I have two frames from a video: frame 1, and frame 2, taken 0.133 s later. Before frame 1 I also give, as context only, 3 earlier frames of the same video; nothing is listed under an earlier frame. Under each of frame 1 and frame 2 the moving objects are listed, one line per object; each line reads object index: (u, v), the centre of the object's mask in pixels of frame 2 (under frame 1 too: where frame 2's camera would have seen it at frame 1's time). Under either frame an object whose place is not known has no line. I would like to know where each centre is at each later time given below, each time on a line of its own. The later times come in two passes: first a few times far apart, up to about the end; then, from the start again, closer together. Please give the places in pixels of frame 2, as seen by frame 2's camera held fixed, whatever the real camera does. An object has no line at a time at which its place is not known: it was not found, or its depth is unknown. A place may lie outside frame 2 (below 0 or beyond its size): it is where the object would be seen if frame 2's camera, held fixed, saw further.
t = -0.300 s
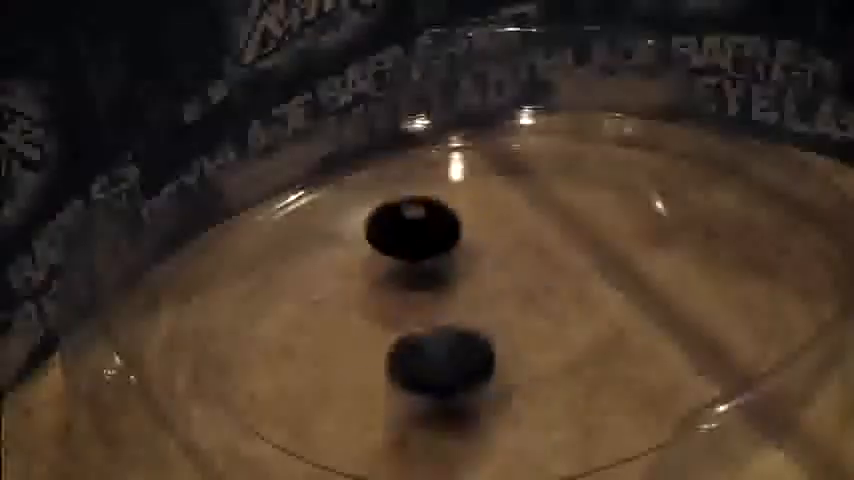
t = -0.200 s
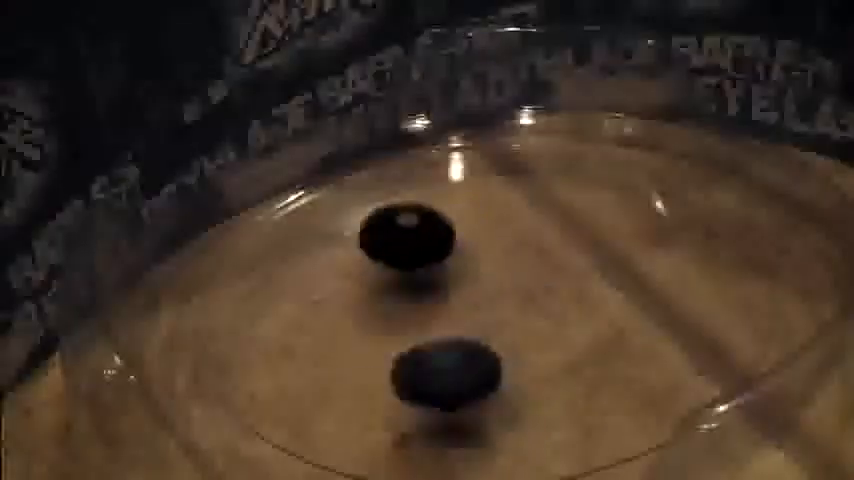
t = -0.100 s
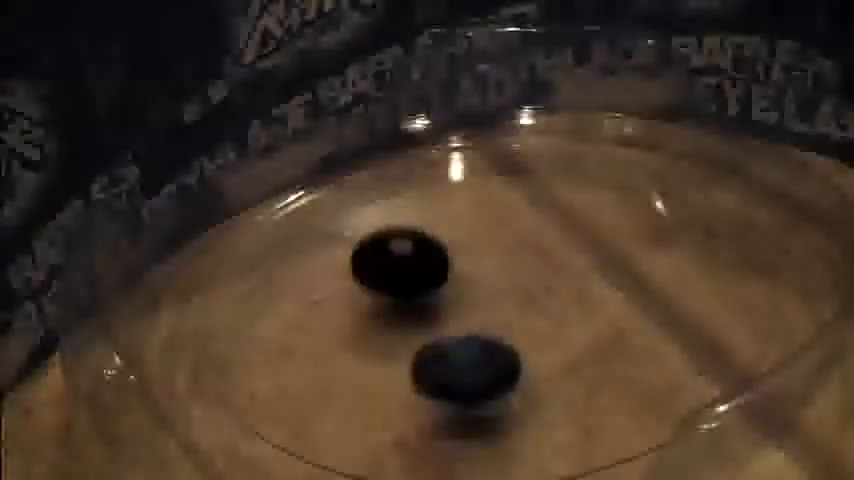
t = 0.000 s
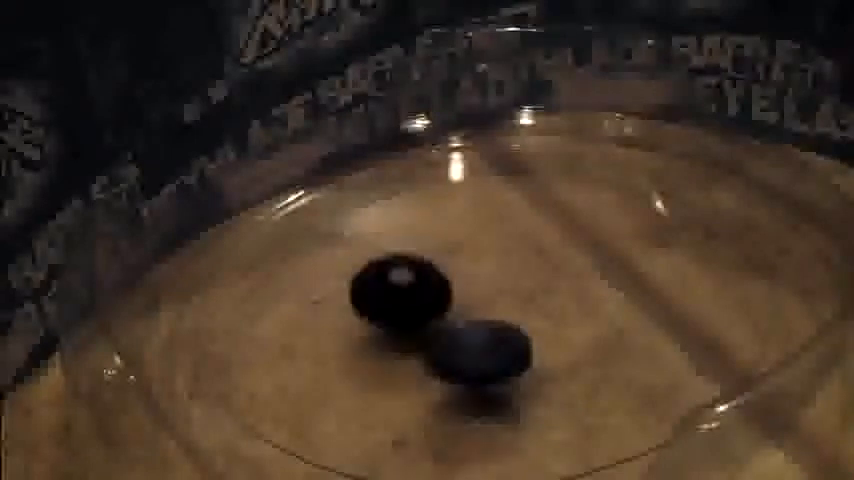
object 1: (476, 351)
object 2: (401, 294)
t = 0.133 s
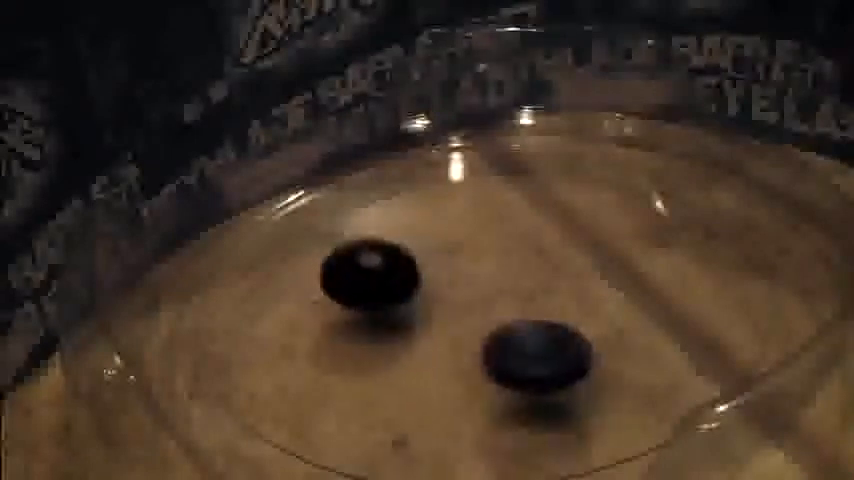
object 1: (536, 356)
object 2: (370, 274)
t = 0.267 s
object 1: (563, 334)
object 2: (374, 267)
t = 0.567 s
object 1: (515, 269)
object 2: (398, 278)
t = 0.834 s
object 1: (549, 230)
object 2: (340, 290)
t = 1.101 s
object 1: (478, 232)
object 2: (459, 338)
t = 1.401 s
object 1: (433, 164)
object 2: (520, 413)
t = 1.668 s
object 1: (433, 266)
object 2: (569, 321)
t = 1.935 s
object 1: (408, 314)
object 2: (631, 281)
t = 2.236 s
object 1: (494, 368)
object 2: (556, 251)
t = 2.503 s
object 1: (554, 368)
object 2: (511, 226)
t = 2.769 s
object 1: (516, 312)
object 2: (473, 256)
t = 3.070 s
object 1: (480, 353)
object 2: (434, 224)
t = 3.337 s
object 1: (471, 333)
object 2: (433, 272)
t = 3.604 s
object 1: (493, 366)
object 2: (443, 217)
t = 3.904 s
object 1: (512, 336)
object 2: (468, 254)
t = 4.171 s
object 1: (583, 398)
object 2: (449, 160)
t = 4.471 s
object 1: (552, 330)
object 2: (463, 270)
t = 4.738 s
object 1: (578, 342)
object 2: (385, 230)
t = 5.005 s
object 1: (500, 300)
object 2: (398, 274)
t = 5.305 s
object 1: (529, 284)
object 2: (338, 286)
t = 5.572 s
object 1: (470, 276)
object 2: (358, 308)
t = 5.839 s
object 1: (609, 210)
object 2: (222, 345)
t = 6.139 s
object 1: (546, 202)
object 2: (341, 345)
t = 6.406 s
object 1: (508, 249)
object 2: (433, 332)
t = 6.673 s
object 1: (521, 237)
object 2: (421, 358)
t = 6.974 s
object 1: (490, 220)
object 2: (446, 362)
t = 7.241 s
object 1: (463, 273)
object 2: (484, 338)
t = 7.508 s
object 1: (428, 212)
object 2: (503, 381)
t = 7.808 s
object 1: (430, 257)
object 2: (498, 329)
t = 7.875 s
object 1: (439, 265)
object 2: (497, 325)
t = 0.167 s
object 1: (548, 353)
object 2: (367, 269)
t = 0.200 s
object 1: (556, 348)
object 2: (368, 267)
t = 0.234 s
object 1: (561, 341)
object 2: (370, 266)
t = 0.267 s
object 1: (563, 334)
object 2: (374, 267)
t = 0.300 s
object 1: (561, 322)
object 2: (378, 269)
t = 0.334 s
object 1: (557, 314)
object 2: (383, 271)
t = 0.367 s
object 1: (551, 305)
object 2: (388, 273)
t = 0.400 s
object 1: (542, 297)
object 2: (394, 275)
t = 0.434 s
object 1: (531, 289)
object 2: (399, 277)
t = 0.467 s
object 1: (520, 283)
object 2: (404, 278)
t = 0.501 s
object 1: (514, 278)
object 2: (404, 278)
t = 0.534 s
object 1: (516, 273)
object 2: (399, 278)
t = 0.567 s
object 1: (515, 269)
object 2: (398, 278)
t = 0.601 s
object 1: (510, 267)
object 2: (399, 278)
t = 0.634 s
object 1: (506, 264)
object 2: (399, 279)
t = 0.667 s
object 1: (526, 259)
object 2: (377, 281)
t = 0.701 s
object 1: (545, 249)
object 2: (354, 283)
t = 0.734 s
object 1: (554, 244)
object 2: (340, 284)
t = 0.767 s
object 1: (556, 239)
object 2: (333, 285)
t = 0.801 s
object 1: (555, 233)
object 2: (333, 287)
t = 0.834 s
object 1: (549, 230)
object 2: (340, 290)
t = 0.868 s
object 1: (541, 228)
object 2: (352, 294)
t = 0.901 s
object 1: (532, 226)
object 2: (369, 298)
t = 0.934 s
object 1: (520, 225)
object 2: (387, 302)
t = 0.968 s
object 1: (507, 227)
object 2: (405, 305)
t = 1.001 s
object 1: (496, 231)
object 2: (423, 307)
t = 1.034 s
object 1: (485, 236)
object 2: (437, 308)
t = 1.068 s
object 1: (475, 242)
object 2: (455, 310)
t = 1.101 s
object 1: (478, 232)
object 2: (459, 338)
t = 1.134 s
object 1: (487, 200)
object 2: (459, 366)
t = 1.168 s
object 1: (487, 178)
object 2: (459, 387)
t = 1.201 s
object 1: (486, 164)
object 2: (461, 404)
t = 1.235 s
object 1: (481, 158)
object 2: (465, 417)
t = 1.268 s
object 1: (471, 150)
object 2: (472, 423)
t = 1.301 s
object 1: (463, 150)
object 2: (483, 425)
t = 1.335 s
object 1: (453, 152)
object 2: (496, 424)
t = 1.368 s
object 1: (443, 158)
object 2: (508, 418)
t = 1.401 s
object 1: (433, 164)
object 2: (520, 413)
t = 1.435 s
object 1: (424, 172)
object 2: (532, 404)
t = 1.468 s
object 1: (419, 182)
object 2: (542, 395)
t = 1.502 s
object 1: (415, 199)
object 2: (550, 384)
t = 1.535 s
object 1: (414, 211)
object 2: (558, 372)
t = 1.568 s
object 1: (414, 224)
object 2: (565, 358)
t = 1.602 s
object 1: (418, 239)
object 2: (568, 345)
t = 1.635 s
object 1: (425, 253)
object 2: (571, 332)
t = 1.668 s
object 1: (433, 266)
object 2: (569, 321)
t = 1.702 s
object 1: (446, 278)
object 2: (565, 310)
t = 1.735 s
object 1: (455, 284)
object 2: (563, 301)
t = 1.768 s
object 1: (438, 289)
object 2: (589, 293)
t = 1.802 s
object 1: (417, 288)
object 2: (614, 289)
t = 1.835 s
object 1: (404, 293)
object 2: (629, 286)
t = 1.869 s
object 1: (400, 298)
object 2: (636, 283)
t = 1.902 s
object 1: (401, 304)
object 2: (636, 282)
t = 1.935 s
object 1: (408, 314)
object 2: (631, 281)
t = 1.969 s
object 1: (417, 324)
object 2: (623, 280)
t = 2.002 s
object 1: (429, 329)
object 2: (614, 280)
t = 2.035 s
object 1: (442, 334)
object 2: (603, 280)
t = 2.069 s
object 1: (457, 340)
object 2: (590, 280)
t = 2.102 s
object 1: (471, 341)
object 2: (578, 280)
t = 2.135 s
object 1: (488, 342)
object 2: (566, 281)
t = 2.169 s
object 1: (498, 341)
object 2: (555, 281)
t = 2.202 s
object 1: (499, 354)
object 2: (552, 272)
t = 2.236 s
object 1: (494, 368)
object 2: (556, 251)
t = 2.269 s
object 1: (494, 377)
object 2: (555, 236)
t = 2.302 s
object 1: (500, 381)
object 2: (552, 225)
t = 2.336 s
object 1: (508, 384)
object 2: (547, 219)
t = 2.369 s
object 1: (518, 383)
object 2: (540, 216)
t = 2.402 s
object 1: (527, 382)
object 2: (532, 216)
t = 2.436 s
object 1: (539, 378)
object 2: (525, 219)
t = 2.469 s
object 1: (548, 374)
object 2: (518, 222)
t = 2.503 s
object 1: (554, 368)
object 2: (511, 226)
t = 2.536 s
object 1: (559, 361)
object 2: (506, 230)
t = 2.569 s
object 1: (560, 355)
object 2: (499, 235)
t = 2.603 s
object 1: (560, 346)
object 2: (494, 239)
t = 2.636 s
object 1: (554, 338)
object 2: (490, 243)
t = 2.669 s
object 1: (548, 330)
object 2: (485, 248)
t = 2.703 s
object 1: (537, 321)
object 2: (481, 252)
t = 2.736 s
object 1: (528, 318)
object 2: (477, 256)
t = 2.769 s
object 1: (516, 312)
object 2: (473, 256)
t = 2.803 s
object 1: (508, 312)
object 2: (467, 255)
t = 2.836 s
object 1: (498, 313)
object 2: (463, 254)
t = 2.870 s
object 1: (490, 323)
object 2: (457, 246)
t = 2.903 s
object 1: (487, 335)
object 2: (450, 233)
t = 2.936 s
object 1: (485, 345)
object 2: (444, 223)
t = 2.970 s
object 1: (482, 351)
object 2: (441, 218)
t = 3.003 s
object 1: (480, 353)
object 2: (438, 217)
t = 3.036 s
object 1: (480, 354)
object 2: (436, 219)
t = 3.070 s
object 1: (480, 353)
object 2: (434, 224)
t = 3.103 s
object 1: (480, 352)
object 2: (431, 230)
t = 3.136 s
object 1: (481, 350)
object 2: (428, 238)
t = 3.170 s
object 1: (481, 348)
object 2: (427, 246)
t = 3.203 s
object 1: (481, 344)
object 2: (428, 254)
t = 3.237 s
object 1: (479, 339)
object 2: (429, 261)
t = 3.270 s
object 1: (475, 335)
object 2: (431, 269)
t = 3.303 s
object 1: (472, 332)
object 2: (432, 272)
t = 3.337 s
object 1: (471, 333)
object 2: (433, 272)
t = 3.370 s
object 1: (469, 333)
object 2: (433, 271)
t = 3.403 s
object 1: (466, 332)
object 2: (434, 271)
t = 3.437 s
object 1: (466, 339)
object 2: (435, 266)
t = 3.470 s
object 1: (470, 354)
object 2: (435, 250)
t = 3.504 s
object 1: (475, 364)
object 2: (435, 236)
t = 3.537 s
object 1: (480, 368)
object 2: (437, 226)
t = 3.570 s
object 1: (486, 368)
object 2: (440, 220)
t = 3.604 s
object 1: (493, 366)
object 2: (443, 217)
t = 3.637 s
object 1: (501, 363)
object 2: (447, 218)
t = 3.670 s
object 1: (507, 359)
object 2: (451, 221)
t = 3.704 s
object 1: (512, 353)
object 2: (455, 226)
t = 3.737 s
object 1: (515, 347)
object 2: (458, 233)
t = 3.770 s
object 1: (517, 341)
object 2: (461, 239)
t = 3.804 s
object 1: (517, 335)
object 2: (463, 246)
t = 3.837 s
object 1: (513, 326)
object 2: (467, 253)
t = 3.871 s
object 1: (510, 322)
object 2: (468, 257)
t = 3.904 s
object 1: (512, 336)
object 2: (468, 254)
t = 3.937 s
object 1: (518, 366)
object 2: (462, 226)
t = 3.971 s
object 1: (526, 385)
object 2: (456, 198)
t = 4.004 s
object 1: (534, 399)
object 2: (451, 177)
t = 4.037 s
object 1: (542, 406)
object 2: (448, 162)
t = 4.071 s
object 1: (553, 408)
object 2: (448, 154)
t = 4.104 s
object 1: (566, 406)
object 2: (448, 152)
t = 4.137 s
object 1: (576, 403)
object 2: (448, 155)
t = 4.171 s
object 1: (583, 398)
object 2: (449, 160)
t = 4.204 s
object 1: (590, 393)
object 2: (448, 168)
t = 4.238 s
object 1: (593, 386)
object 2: (449, 179)
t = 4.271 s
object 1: (595, 378)
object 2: (450, 191)
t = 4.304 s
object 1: (594, 370)
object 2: (451, 206)
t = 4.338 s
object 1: (589, 362)
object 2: (452, 219)
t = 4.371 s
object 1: (583, 353)
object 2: (455, 231)
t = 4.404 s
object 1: (575, 346)
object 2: (457, 246)
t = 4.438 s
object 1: (564, 337)
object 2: (460, 258)
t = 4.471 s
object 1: (552, 330)
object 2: (463, 270)
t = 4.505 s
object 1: (540, 322)
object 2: (465, 276)
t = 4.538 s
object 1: (555, 337)
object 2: (445, 266)
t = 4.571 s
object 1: (571, 349)
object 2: (424, 251)
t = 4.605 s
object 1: (579, 353)
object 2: (407, 237)
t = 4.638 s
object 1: (582, 355)
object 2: (397, 229)
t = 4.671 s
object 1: (583, 353)
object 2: (389, 225)
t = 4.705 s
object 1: (581, 348)
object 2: (386, 226)
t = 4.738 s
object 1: (578, 342)
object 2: (385, 230)
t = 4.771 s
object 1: (573, 336)
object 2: (386, 235)
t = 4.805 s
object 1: (566, 330)
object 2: (386, 240)
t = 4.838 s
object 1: (557, 325)
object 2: (387, 246)
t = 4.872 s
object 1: (548, 319)
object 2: (388, 252)
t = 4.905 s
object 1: (537, 315)
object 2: (390, 258)
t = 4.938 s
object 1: (525, 309)
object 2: (392, 263)
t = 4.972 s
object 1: (512, 304)
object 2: (395, 269)
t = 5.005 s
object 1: (500, 300)
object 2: (398, 274)
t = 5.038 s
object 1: (507, 301)
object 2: (386, 274)
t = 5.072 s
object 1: (524, 302)
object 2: (364, 271)
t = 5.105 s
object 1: (536, 304)
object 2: (350, 269)
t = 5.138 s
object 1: (543, 302)
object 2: (342, 269)
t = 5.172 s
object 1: (543, 299)
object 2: (338, 271)
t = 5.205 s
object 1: (542, 296)
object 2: (337, 274)
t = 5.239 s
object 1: (540, 292)
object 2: (337, 278)
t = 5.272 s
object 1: (534, 287)
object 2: (337, 282)
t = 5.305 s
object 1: (529, 284)
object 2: (338, 286)
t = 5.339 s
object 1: (522, 281)
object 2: (339, 289)
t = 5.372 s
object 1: (515, 278)
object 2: (341, 293)
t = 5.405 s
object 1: (508, 275)
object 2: (343, 295)
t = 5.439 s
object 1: (500, 274)
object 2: (345, 298)
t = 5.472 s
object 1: (492, 274)
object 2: (347, 301)
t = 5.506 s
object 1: (484, 274)
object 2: (350, 303)
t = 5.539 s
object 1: (476, 275)
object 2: (354, 306)
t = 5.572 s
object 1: (470, 276)
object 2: (358, 308)
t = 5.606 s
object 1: (464, 277)
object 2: (362, 310)
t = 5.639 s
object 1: (460, 280)
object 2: (365, 311)
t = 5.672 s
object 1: (493, 272)
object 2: (331, 320)
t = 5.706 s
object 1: (536, 257)
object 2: (287, 329)
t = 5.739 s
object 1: (569, 243)
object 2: (251, 335)
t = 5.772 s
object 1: (594, 228)
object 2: (231, 340)
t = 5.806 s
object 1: (607, 218)
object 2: (221, 343)
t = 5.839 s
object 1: (609, 210)
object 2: (222, 345)
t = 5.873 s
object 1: (609, 203)
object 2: (229, 347)
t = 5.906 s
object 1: (606, 196)
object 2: (237, 348)
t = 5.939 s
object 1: (601, 192)
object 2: (247, 349)
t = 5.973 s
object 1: (593, 189)
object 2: (259, 350)
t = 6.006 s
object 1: (585, 189)
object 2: (272, 350)
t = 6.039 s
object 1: (576, 190)
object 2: (286, 350)
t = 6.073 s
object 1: (566, 191)
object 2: (302, 349)
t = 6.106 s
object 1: (557, 196)
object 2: (321, 347)
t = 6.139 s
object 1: (546, 202)
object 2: (341, 345)
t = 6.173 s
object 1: (535, 210)
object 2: (361, 341)
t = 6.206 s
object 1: (526, 218)
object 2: (380, 337)
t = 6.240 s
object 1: (518, 226)
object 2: (399, 332)
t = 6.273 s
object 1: (509, 235)
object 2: (415, 328)
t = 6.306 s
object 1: (502, 246)
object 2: (429, 325)
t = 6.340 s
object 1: (495, 255)
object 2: (439, 320)
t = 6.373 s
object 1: (501, 253)
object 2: (438, 326)
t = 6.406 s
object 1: (508, 249)
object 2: (433, 332)
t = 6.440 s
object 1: (512, 246)
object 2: (431, 337)
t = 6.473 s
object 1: (511, 248)
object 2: (431, 338)
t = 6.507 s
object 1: (508, 251)
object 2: (434, 338)
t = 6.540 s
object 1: (504, 255)
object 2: (438, 335)
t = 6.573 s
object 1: (498, 263)
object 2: (442, 334)
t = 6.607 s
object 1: (494, 267)
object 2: (446, 334)
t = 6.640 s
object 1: (507, 256)
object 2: (436, 343)
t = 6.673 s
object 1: (521, 237)
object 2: (421, 358)
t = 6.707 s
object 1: (529, 224)
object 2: (411, 366)
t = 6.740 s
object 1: (531, 219)
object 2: (406, 372)
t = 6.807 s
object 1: (522, 213)
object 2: (411, 374)
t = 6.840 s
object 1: (516, 211)
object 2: (417, 372)
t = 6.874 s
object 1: (509, 212)
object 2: (424, 370)
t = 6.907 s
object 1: (503, 213)
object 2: (431, 368)
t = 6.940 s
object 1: (496, 215)
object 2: (438, 365)
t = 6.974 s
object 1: (490, 220)
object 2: (446, 362)
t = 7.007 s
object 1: (483, 225)
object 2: (452, 359)
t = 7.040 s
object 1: (479, 230)
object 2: (459, 356)
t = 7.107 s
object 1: (471, 243)
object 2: (469, 349)
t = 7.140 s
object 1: (468, 250)
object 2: (473, 346)
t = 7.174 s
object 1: (465, 258)
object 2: (478, 342)
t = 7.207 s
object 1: (464, 267)
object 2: (481, 338)
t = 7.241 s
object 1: (463, 273)
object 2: (484, 338)
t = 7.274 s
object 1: (462, 264)
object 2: (489, 354)
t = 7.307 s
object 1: (460, 239)
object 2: (492, 367)
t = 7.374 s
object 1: (453, 220)
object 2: (497, 385)
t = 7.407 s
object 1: (447, 215)
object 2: (498, 387)
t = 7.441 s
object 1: (440, 214)
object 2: (500, 387)
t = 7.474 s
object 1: (433, 211)
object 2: (501, 384)
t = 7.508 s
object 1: (428, 212)
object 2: (503, 381)
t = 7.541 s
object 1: (422, 214)
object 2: (504, 376)
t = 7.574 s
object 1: (419, 216)
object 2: (506, 372)
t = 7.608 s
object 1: (416, 221)
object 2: (506, 366)
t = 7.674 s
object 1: (416, 231)
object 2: (506, 353)
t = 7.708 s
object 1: (418, 237)
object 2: (505, 346)
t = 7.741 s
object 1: (420, 244)
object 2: (504, 339)
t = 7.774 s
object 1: (424, 250)
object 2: (501, 334)
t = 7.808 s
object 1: (430, 257)
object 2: (498, 329)
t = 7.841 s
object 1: (435, 263)
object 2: (496, 324)
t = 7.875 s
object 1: (439, 265)
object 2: (497, 325)
